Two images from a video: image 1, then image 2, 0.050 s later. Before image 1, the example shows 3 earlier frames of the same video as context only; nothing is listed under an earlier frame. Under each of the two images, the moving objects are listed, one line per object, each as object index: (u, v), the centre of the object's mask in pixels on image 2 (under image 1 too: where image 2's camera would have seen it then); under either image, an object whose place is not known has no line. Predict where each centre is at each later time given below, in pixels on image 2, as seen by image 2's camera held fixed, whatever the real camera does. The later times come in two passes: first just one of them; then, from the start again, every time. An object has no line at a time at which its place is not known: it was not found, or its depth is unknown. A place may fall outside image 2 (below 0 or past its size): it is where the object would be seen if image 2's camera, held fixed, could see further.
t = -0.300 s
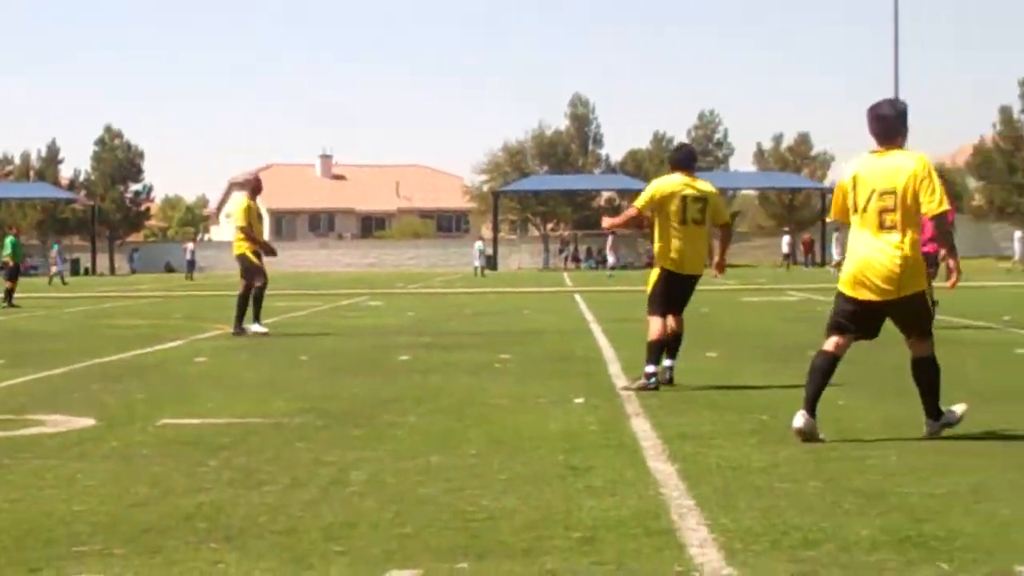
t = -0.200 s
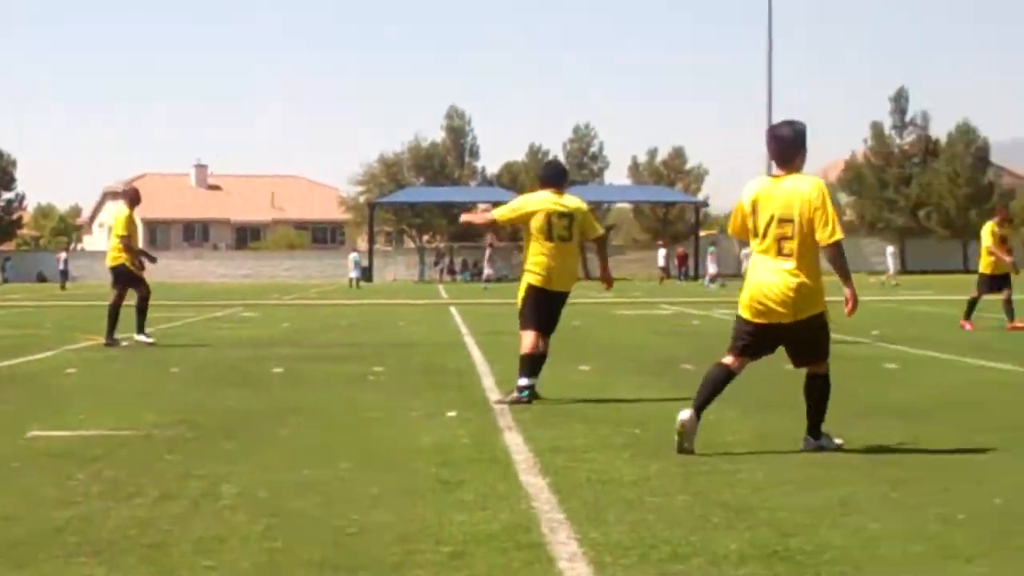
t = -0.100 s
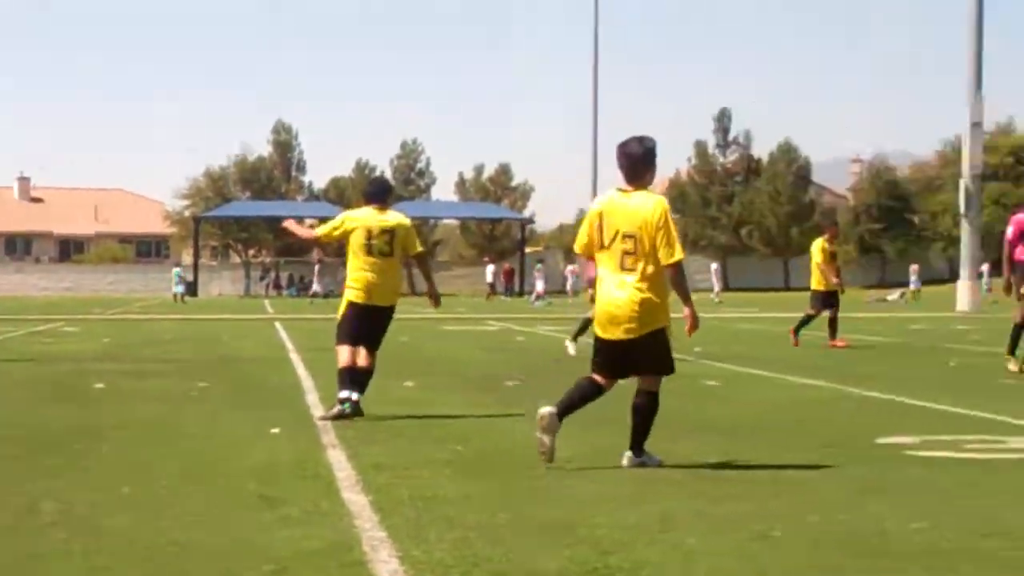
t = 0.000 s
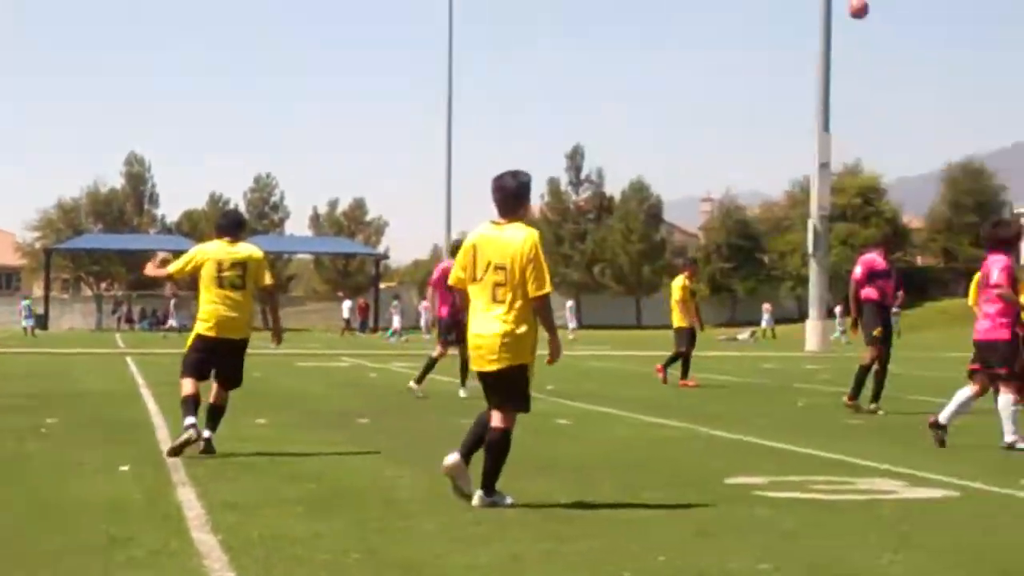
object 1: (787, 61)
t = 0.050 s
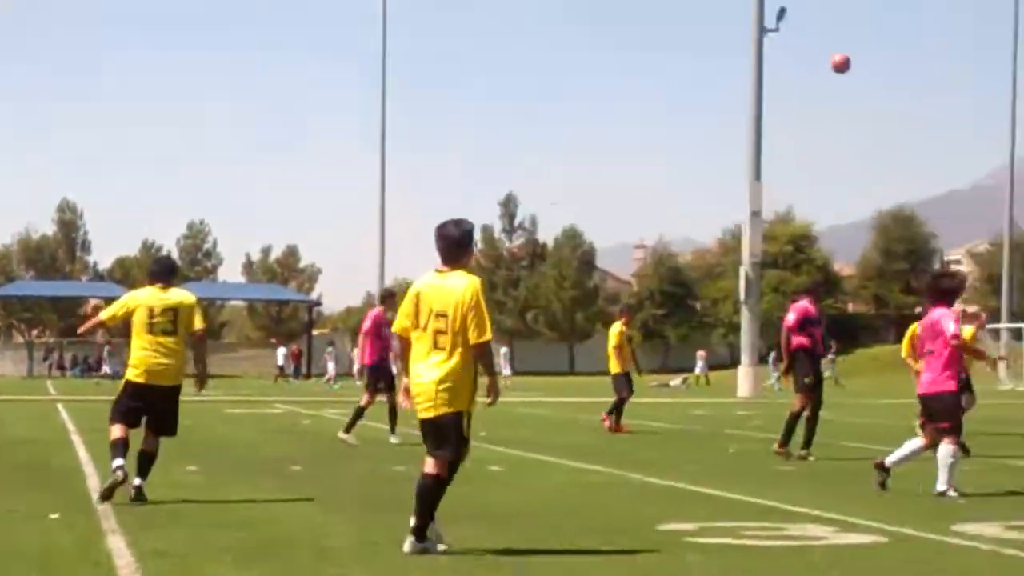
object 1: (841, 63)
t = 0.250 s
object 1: (1023, 96)
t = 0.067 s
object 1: (857, 64)
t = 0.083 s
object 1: (874, 66)
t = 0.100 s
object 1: (890, 68)
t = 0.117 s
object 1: (907, 71)
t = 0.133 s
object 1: (923, 73)
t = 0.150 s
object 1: (939, 76)
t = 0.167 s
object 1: (954, 78)
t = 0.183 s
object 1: (970, 81)
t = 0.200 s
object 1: (984, 85)
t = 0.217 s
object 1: (996, 89)
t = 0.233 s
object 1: (1010, 93)
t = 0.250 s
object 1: (1023, 96)
